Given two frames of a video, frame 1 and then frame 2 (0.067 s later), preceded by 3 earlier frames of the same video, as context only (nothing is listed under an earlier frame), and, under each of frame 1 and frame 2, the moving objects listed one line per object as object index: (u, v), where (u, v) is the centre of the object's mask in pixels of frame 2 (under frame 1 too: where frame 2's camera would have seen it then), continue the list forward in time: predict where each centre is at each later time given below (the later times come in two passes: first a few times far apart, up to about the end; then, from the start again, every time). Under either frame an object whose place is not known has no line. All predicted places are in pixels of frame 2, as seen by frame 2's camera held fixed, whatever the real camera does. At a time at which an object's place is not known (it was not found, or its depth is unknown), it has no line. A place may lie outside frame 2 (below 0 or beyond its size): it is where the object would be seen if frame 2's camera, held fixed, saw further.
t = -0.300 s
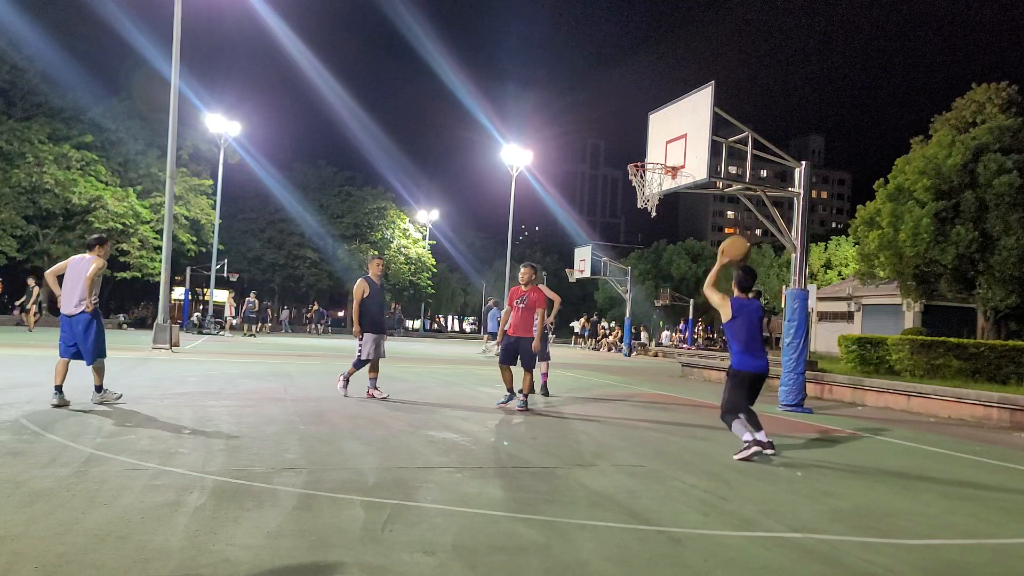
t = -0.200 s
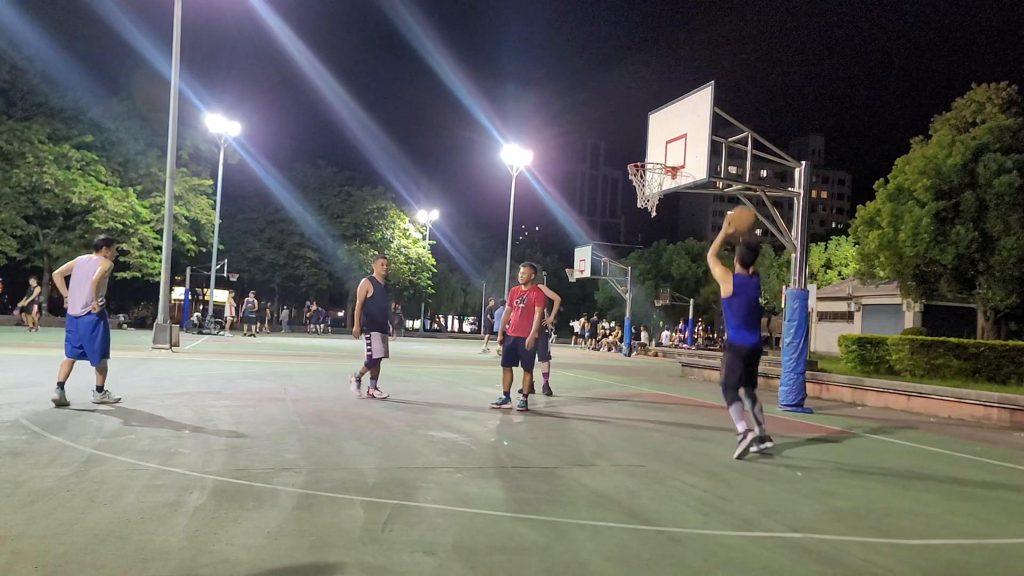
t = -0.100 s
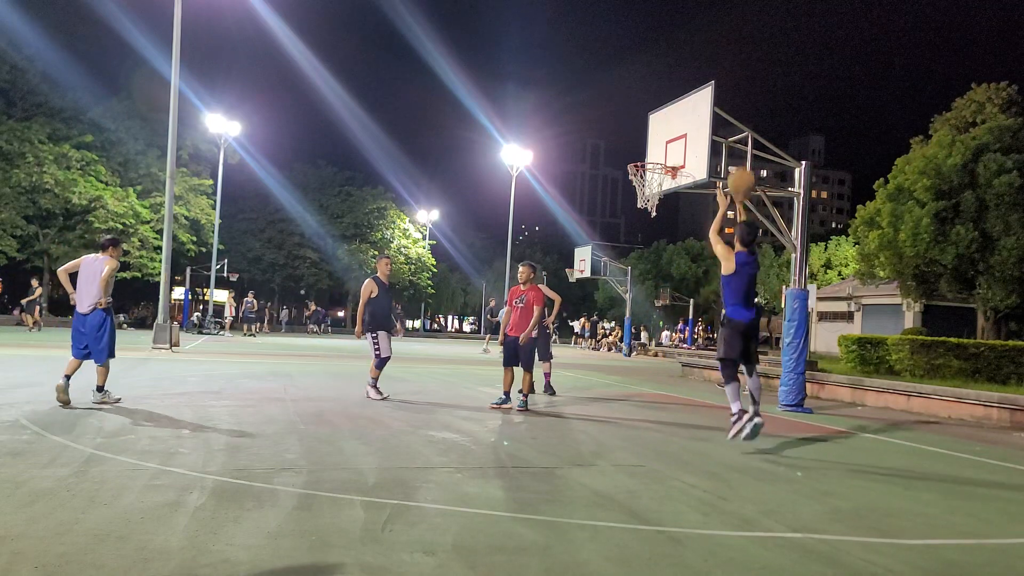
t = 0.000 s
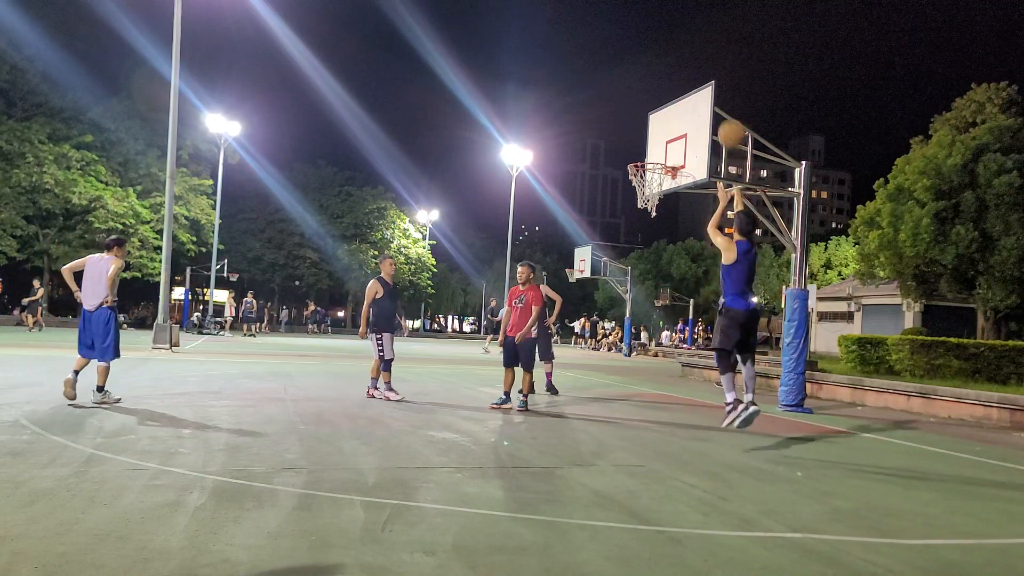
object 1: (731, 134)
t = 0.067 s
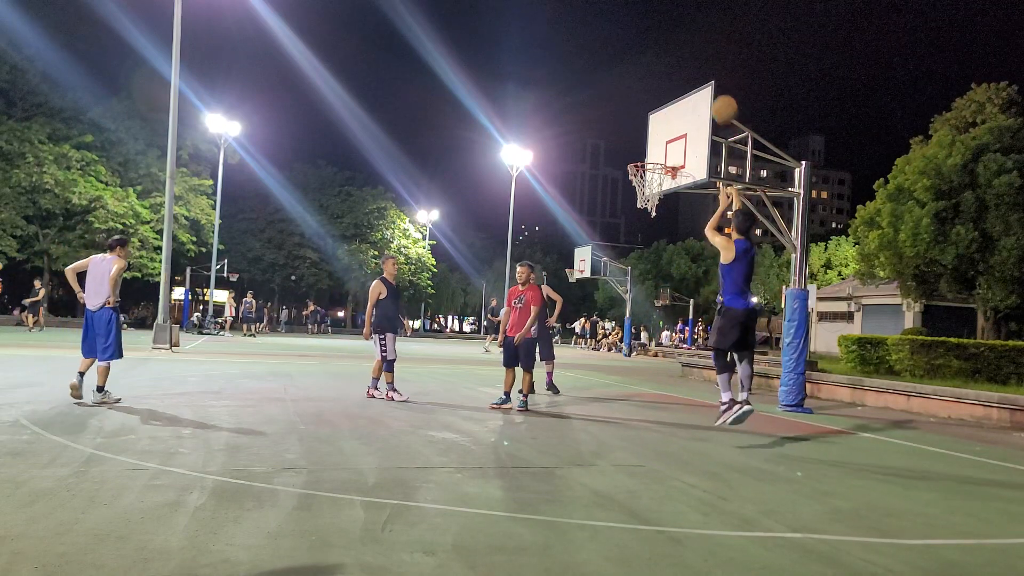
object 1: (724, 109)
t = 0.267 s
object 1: (704, 68)
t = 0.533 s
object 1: (678, 74)
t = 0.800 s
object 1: (652, 135)
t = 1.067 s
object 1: (638, 197)
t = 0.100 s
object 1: (721, 99)
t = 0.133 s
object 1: (718, 90)
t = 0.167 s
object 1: (714, 82)
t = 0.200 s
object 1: (710, 76)
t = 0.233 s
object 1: (707, 72)
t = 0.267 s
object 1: (704, 68)
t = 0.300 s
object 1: (700, 66)
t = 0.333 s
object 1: (697, 64)
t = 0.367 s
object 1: (694, 63)
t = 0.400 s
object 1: (691, 63)
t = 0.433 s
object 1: (687, 65)
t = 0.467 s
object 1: (684, 67)
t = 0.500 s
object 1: (681, 70)
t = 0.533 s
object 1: (678, 74)
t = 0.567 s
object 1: (675, 79)
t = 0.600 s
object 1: (672, 85)
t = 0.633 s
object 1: (668, 91)
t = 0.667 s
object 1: (665, 97)
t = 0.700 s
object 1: (662, 105)
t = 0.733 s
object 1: (659, 114)
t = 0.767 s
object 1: (656, 124)
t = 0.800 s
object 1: (652, 135)
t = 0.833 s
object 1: (649, 145)
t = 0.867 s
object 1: (646, 155)
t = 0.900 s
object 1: (643, 167)
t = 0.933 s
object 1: (639, 180)
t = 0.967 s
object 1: (638, 188)
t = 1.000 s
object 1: (638, 196)
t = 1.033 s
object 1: (639, 195)
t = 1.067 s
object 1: (638, 197)
